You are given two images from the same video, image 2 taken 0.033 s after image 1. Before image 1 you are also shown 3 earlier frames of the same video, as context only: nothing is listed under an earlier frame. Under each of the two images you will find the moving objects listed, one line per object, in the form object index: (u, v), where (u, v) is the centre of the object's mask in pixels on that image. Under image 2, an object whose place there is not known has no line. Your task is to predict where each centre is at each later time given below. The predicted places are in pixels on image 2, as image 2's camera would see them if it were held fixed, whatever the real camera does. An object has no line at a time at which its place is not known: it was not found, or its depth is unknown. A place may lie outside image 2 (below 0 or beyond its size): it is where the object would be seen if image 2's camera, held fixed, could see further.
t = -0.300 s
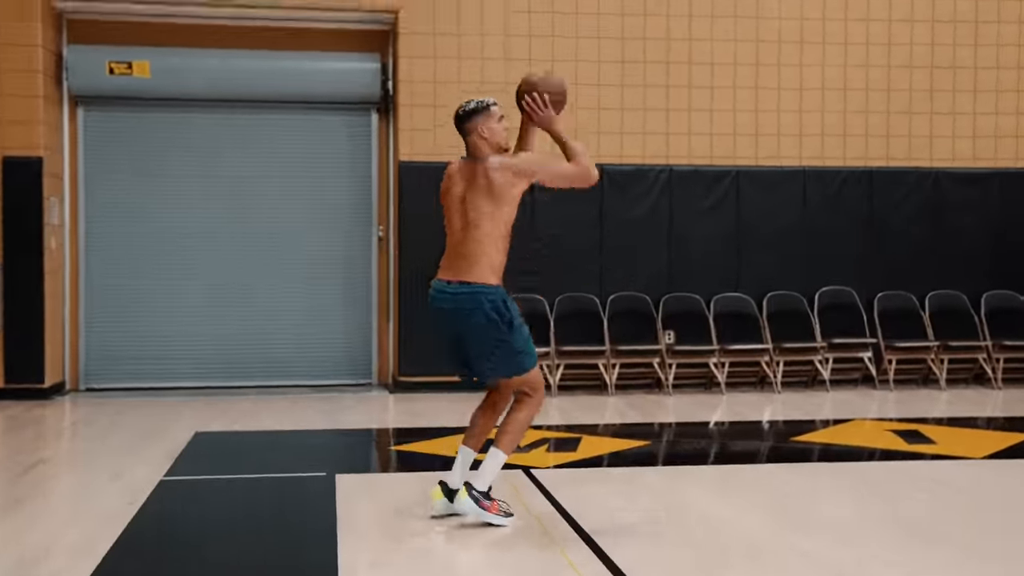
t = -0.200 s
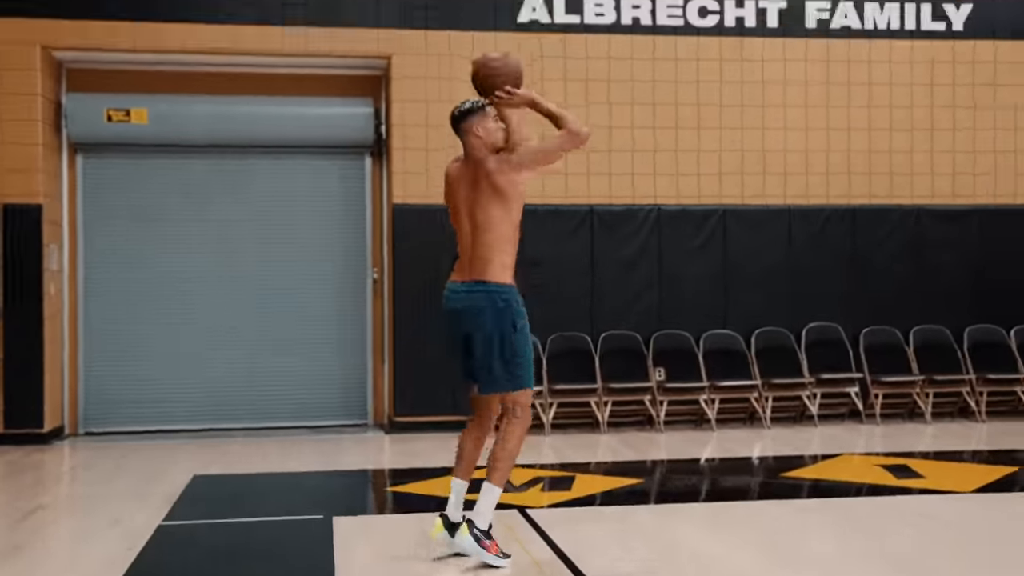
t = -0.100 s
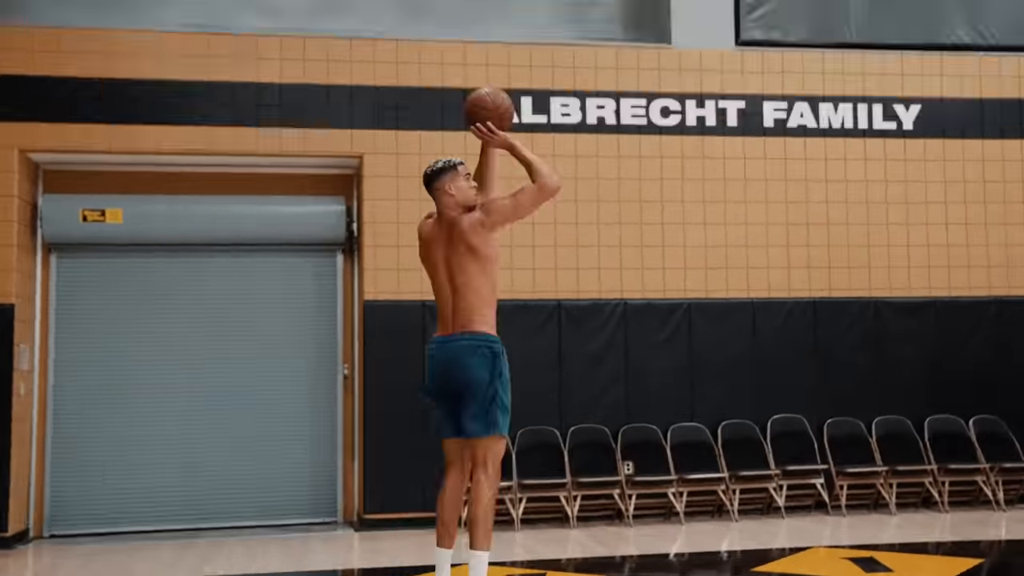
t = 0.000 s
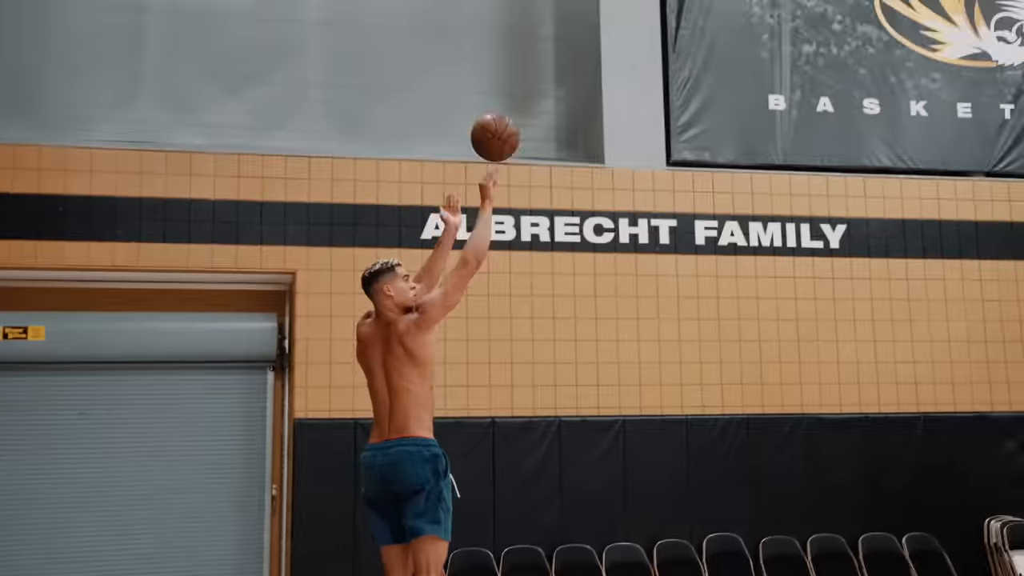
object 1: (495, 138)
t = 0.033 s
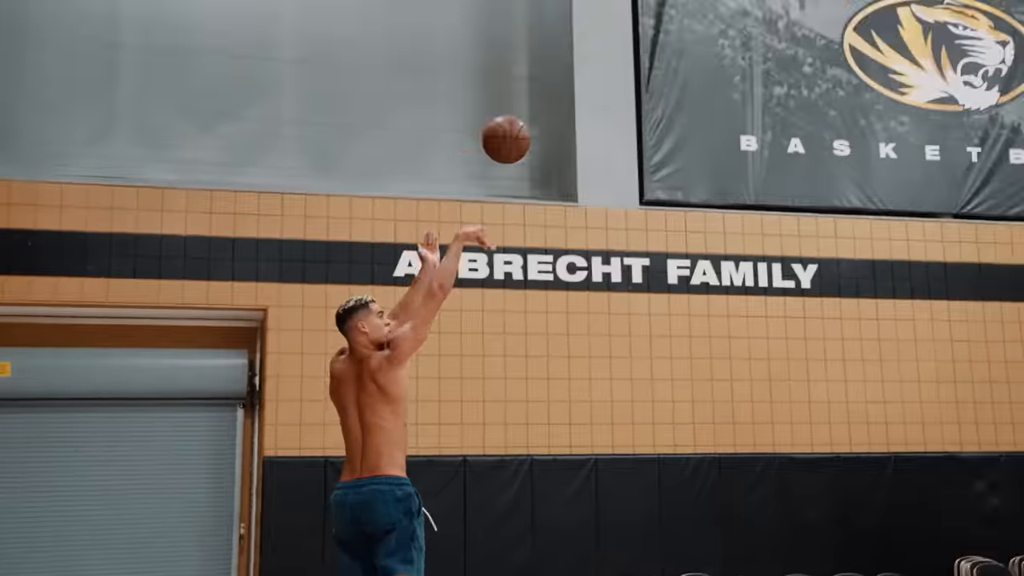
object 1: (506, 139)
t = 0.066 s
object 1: (543, 106)
